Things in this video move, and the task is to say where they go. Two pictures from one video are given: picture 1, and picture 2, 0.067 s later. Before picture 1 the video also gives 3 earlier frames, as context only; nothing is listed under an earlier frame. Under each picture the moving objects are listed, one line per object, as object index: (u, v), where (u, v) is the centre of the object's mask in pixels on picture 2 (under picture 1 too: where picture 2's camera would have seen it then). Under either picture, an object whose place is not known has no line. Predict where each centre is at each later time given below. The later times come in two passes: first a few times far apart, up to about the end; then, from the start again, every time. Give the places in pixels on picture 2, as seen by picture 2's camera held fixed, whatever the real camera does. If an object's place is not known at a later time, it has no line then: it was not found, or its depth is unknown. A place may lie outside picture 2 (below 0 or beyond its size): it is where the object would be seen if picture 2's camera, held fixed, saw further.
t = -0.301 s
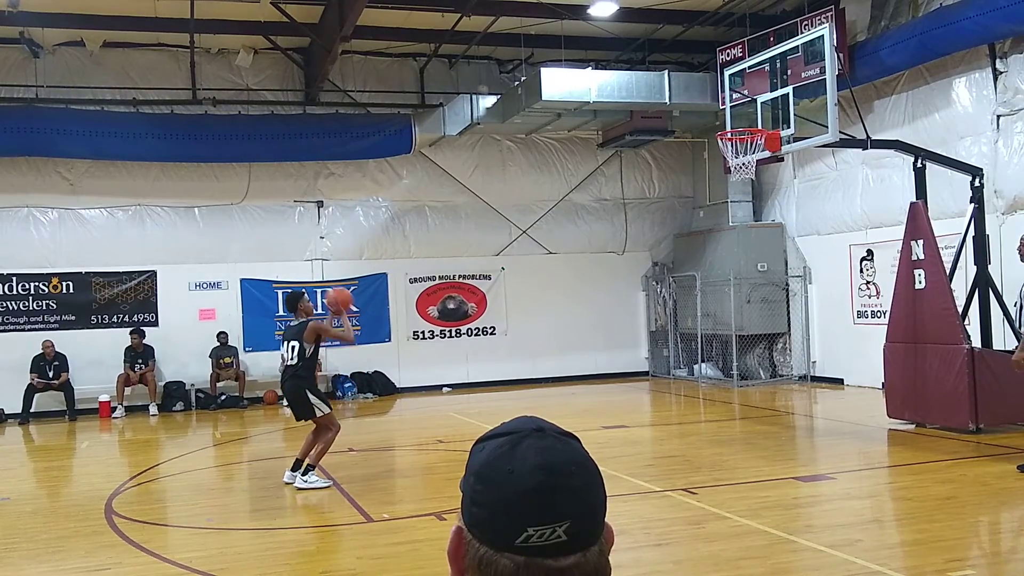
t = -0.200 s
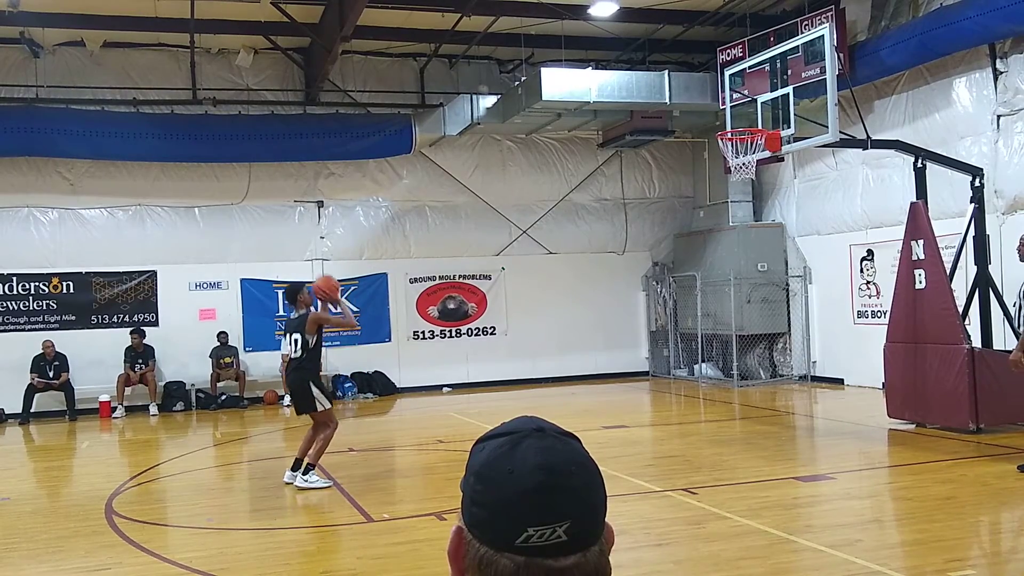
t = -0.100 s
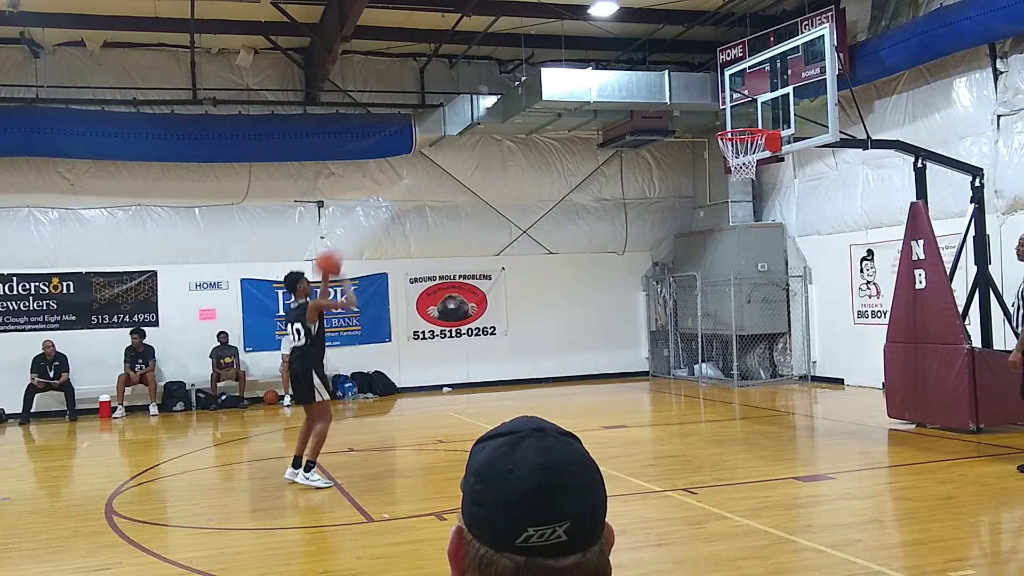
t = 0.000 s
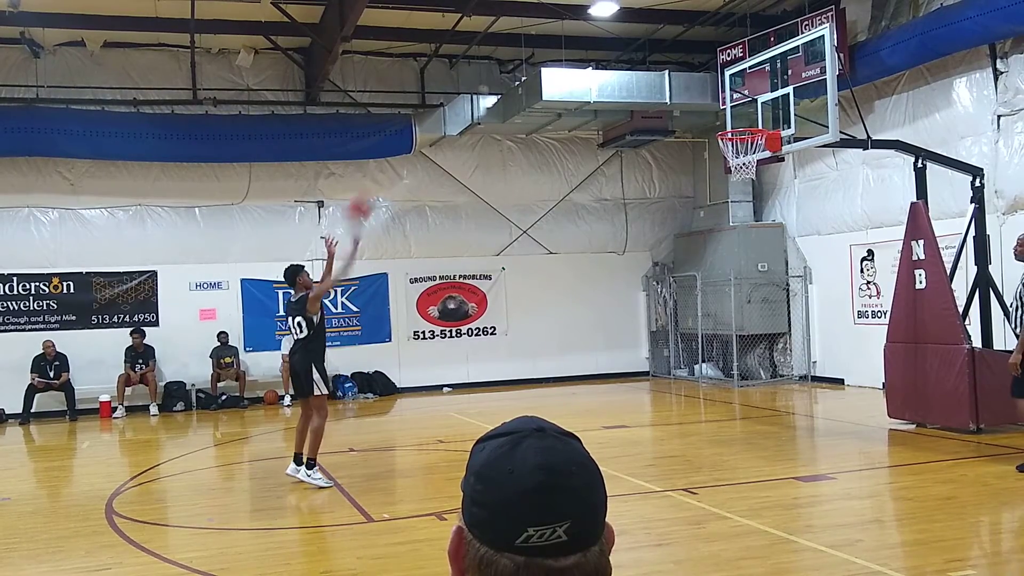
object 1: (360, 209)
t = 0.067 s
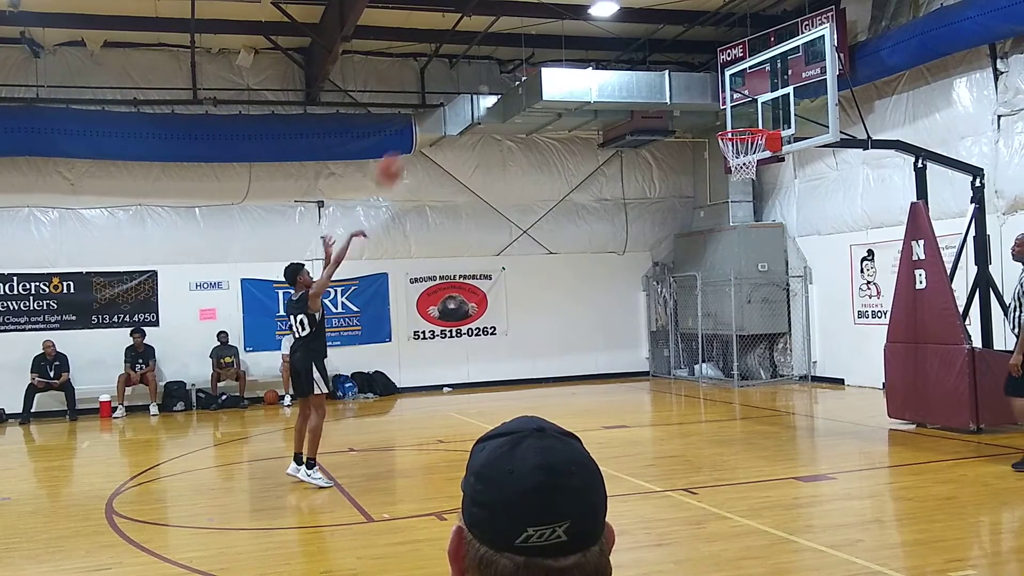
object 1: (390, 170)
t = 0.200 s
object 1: (446, 110)
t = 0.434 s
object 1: (548, 54)
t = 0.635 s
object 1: (628, 54)
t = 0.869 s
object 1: (715, 102)
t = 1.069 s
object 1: (743, 171)
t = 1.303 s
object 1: (718, 253)
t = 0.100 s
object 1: (403, 154)
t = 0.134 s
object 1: (418, 137)
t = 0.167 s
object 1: (432, 123)
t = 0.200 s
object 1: (446, 110)
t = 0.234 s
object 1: (462, 97)
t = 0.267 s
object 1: (478, 86)
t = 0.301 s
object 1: (491, 80)
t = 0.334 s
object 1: (504, 73)
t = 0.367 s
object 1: (522, 64)
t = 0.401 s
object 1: (533, 59)
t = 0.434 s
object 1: (548, 54)
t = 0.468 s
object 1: (566, 51)
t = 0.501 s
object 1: (579, 50)
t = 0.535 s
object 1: (593, 50)
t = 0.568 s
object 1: (605, 50)
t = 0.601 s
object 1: (618, 52)
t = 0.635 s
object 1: (628, 54)
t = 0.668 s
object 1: (640, 57)
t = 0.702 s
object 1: (652, 61)
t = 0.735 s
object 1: (666, 67)
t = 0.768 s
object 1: (679, 75)
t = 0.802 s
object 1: (693, 84)
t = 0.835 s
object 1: (704, 92)
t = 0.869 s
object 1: (715, 102)
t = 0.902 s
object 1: (731, 116)
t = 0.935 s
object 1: (742, 121)
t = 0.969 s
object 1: (749, 136)
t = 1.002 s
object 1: (747, 148)
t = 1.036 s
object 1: (744, 163)
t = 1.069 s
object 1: (743, 171)
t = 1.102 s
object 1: (738, 178)
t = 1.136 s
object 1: (734, 187)
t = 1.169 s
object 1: (730, 198)
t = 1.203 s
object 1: (727, 211)
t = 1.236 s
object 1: (724, 223)
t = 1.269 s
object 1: (721, 238)
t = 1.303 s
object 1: (718, 253)
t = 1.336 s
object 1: (713, 272)
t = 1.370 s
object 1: (712, 290)
